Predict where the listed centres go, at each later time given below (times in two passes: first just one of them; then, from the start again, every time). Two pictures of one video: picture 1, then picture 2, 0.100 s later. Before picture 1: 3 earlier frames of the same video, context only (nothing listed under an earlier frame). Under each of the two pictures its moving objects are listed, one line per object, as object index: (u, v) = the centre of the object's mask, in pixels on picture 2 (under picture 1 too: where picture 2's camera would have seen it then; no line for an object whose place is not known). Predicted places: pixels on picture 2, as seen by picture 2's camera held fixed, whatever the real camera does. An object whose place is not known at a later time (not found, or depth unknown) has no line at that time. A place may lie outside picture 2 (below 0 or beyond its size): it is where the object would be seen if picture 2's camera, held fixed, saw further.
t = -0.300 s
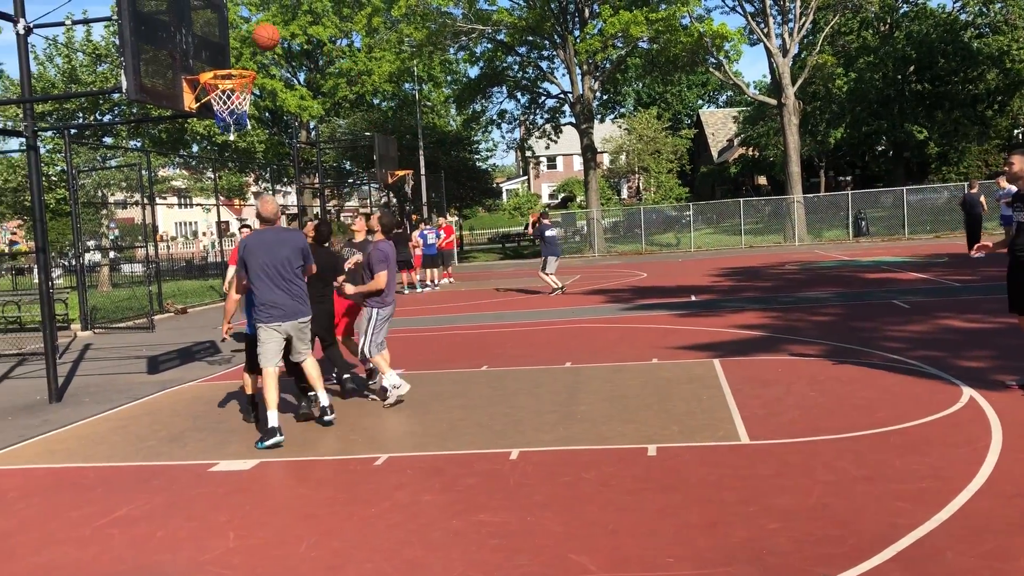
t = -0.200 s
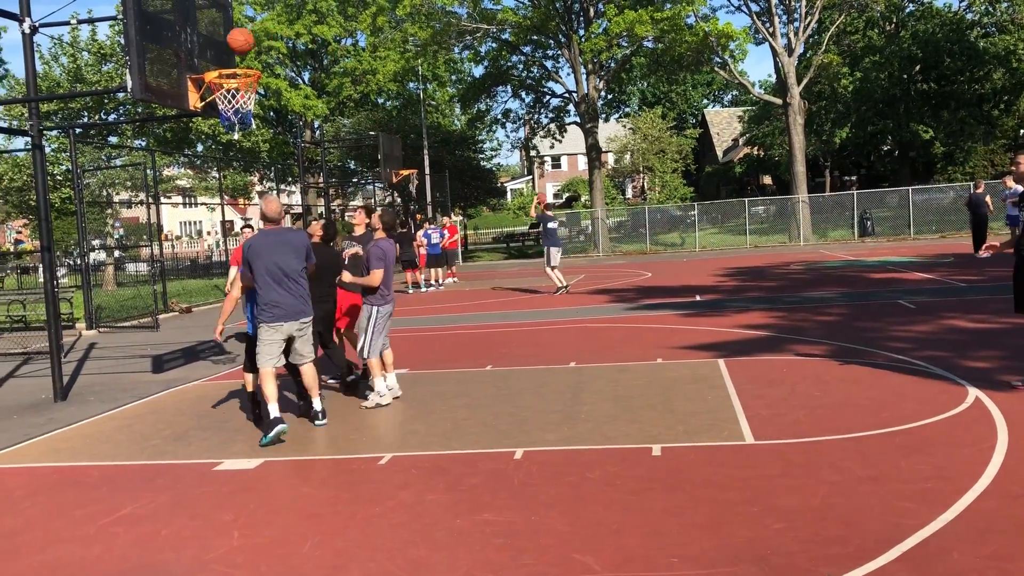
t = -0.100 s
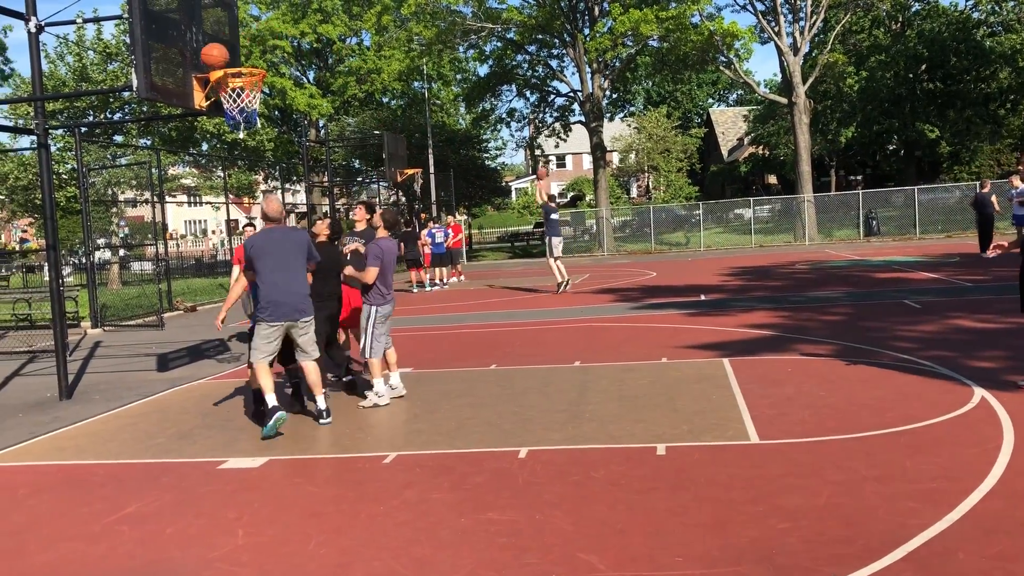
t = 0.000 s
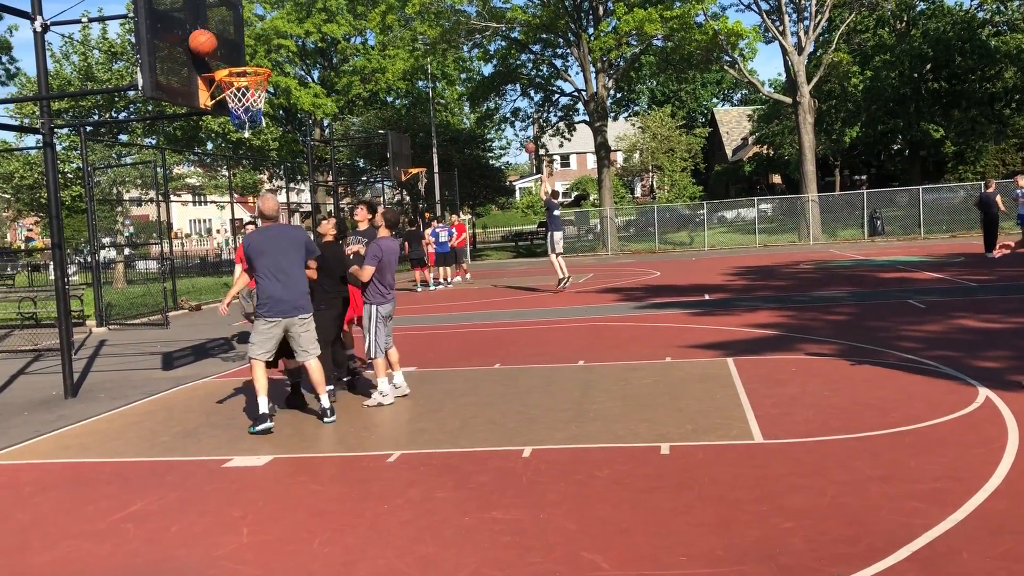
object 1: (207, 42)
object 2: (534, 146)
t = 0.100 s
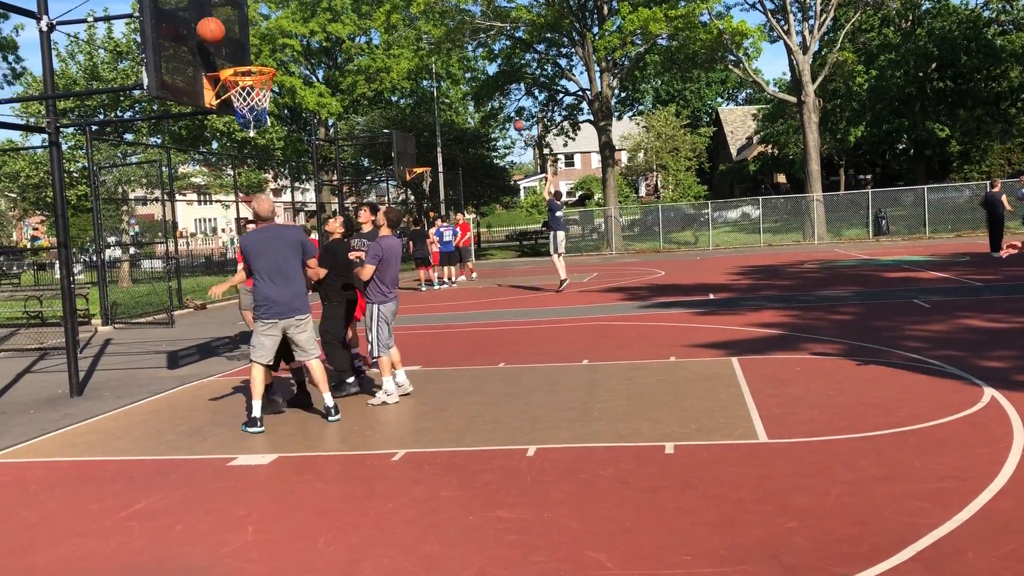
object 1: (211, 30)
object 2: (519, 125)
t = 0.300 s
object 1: (227, 40)
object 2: (492, 98)
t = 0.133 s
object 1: (213, 29)
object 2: (514, 119)
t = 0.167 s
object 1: (216, 28)
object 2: (510, 114)
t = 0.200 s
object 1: (218, 30)
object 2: (506, 109)
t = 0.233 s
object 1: (221, 31)
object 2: (501, 105)
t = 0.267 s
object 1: (224, 35)
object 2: (497, 102)
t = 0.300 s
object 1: (227, 40)
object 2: (492, 98)
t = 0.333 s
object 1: (230, 47)
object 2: (488, 95)
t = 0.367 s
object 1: (233, 55)
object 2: (484, 92)
